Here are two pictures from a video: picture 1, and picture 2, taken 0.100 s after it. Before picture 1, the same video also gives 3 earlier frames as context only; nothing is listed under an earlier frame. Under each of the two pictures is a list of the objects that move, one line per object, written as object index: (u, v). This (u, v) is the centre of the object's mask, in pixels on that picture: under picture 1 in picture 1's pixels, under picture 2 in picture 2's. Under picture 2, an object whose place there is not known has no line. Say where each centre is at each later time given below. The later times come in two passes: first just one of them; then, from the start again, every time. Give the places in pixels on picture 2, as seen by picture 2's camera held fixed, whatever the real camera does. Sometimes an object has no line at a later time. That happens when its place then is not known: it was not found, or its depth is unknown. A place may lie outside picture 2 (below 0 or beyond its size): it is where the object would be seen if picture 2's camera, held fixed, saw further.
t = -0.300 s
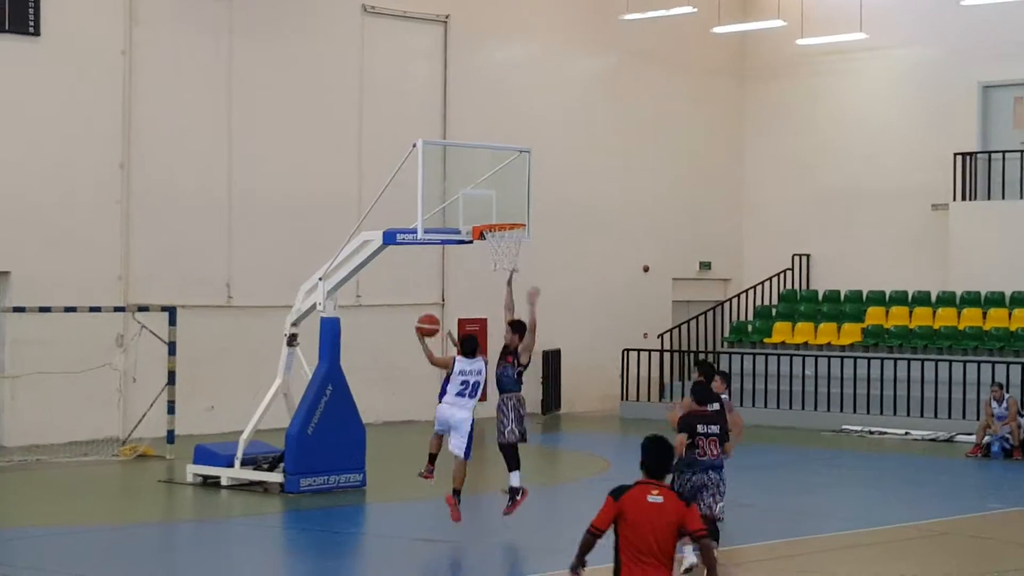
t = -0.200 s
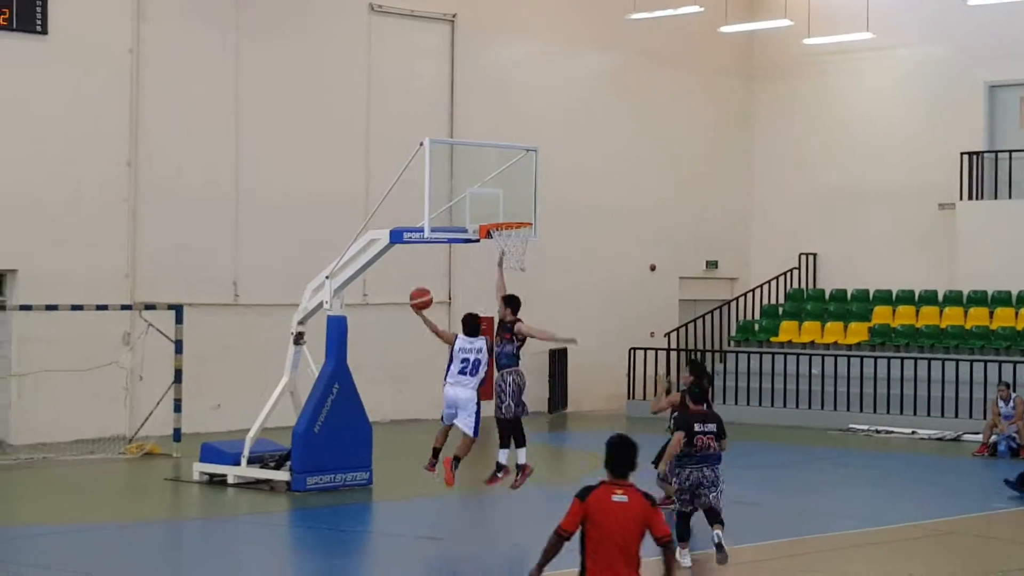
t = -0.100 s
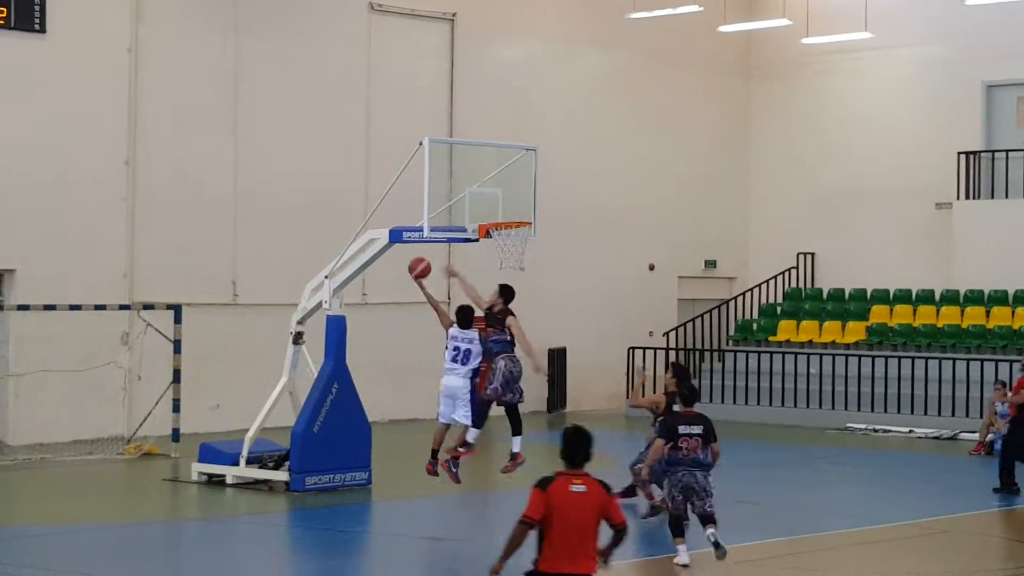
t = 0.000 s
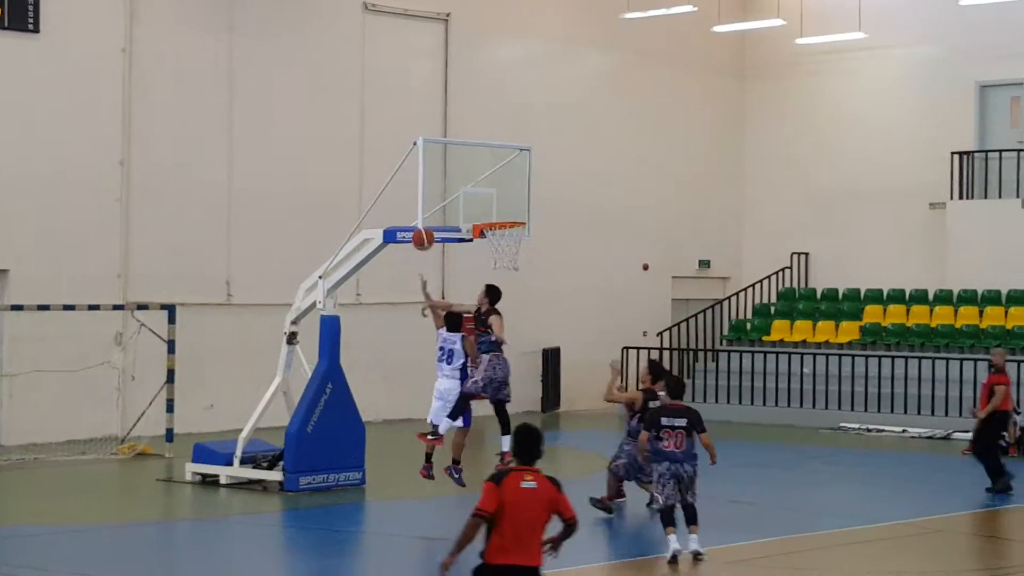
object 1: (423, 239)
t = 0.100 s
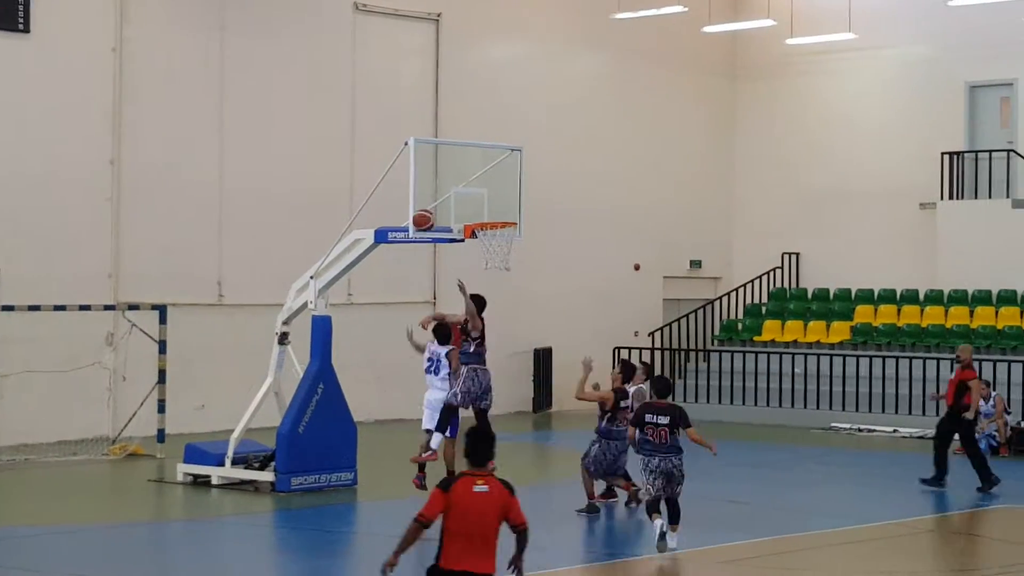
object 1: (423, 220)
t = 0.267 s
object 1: (452, 208)
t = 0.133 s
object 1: (427, 216)
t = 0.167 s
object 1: (431, 213)
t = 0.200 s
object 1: (436, 211)
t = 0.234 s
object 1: (444, 209)
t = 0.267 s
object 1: (452, 208)
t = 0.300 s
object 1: (459, 208)
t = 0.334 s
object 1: (468, 209)
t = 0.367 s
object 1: (475, 212)
